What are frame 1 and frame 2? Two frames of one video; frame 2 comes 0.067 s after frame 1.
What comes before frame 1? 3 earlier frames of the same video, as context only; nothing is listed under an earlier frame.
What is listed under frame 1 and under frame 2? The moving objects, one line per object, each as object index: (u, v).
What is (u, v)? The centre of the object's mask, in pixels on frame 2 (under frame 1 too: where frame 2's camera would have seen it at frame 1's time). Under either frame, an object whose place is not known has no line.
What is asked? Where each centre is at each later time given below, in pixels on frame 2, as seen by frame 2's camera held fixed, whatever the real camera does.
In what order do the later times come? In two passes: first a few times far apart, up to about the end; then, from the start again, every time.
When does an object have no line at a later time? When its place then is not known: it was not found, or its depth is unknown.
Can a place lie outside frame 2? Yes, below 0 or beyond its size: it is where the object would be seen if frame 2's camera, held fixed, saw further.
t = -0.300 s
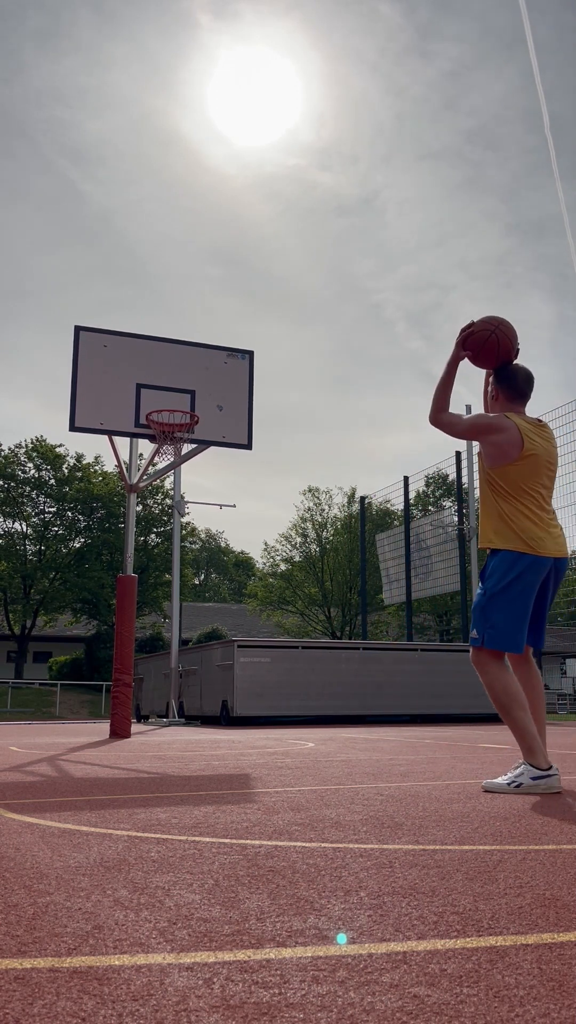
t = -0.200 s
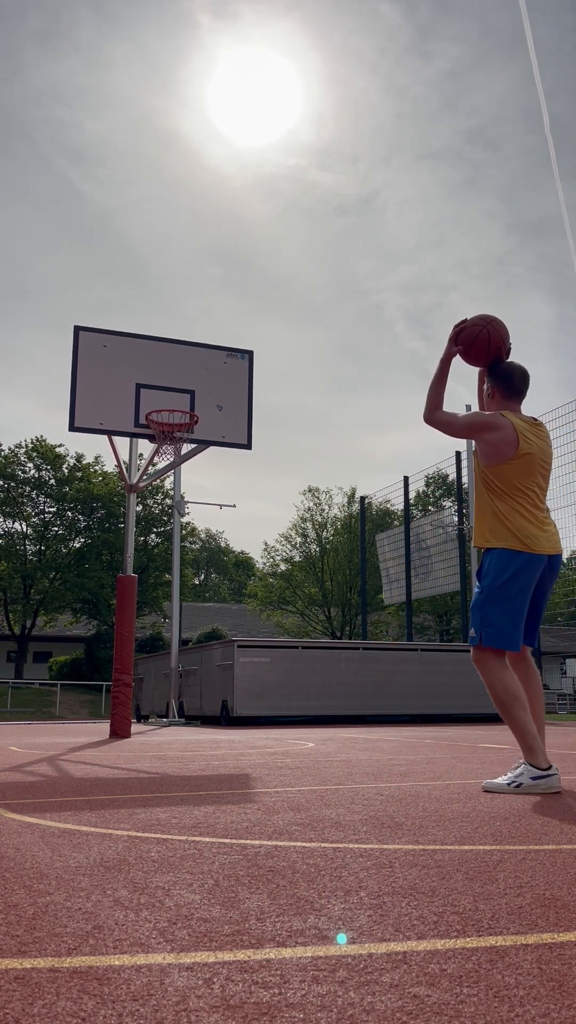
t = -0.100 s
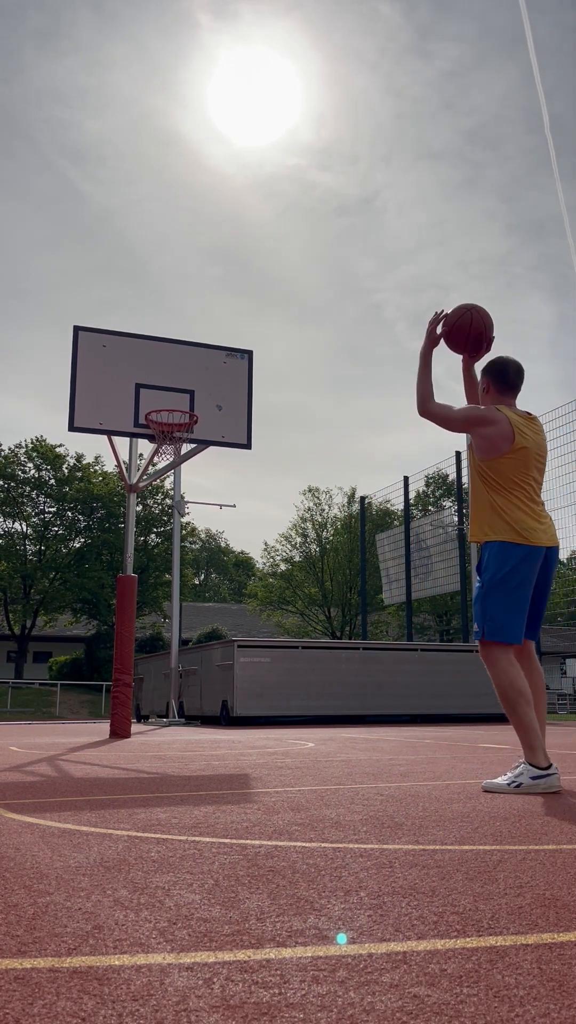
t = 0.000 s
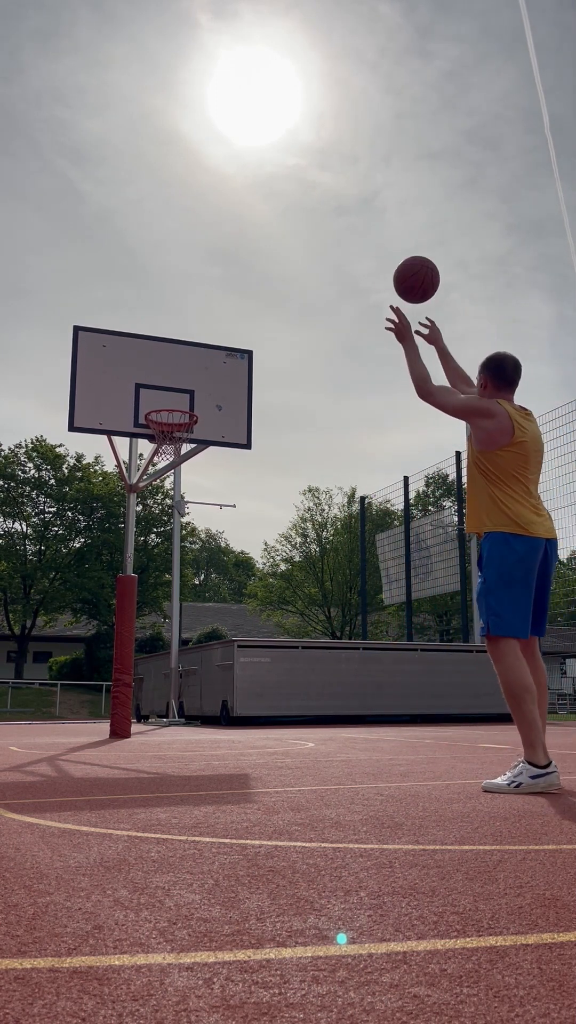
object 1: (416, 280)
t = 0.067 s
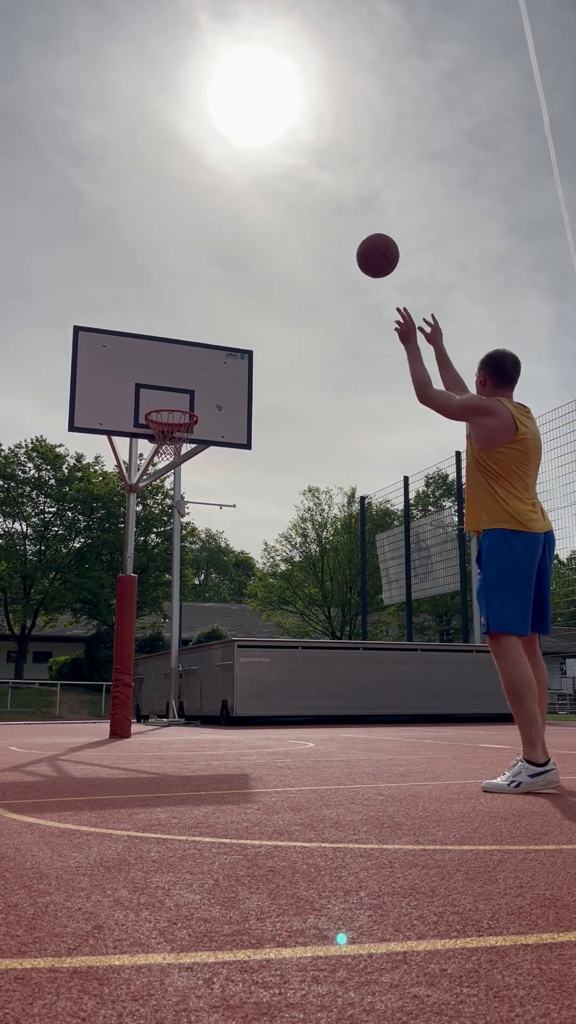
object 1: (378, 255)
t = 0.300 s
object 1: (277, 239)
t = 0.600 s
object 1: (192, 309)
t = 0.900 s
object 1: (130, 392)
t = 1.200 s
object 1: (97, 362)
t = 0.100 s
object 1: (360, 247)
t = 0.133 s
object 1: (344, 242)
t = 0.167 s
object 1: (329, 238)
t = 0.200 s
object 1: (315, 236)
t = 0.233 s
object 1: (302, 235)
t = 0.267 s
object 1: (289, 236)
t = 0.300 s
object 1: (277, 239)
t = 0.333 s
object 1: (266, 243)
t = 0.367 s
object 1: (255, 247)
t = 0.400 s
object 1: (245, 253)
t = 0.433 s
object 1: (235, 260)
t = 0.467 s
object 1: (226, 268)
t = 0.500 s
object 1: (217, 277)
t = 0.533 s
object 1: (208, 287)
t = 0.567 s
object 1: (200, 298)
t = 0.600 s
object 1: (192, 309)
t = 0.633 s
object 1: (184, 321)
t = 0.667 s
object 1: (176, 334)
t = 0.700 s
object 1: (169, 348)
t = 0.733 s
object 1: (162, 362)
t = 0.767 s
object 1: (155, 377)
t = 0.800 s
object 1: (148, 392)
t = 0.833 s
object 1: (143, 402)
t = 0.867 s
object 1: (136, 396)
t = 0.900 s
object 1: (130, 392)
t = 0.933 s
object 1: (124, 388)
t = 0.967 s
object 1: (119, 383)
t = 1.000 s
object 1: (116, 377)
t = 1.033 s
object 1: (113, 372)
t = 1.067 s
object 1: (110, 367)
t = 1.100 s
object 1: (107, 365)
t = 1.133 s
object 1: (104, 363)
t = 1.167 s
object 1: (100, 362)
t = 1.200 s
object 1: (97, 362)
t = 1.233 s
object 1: (93, 364)
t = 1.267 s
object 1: (90, 366)
